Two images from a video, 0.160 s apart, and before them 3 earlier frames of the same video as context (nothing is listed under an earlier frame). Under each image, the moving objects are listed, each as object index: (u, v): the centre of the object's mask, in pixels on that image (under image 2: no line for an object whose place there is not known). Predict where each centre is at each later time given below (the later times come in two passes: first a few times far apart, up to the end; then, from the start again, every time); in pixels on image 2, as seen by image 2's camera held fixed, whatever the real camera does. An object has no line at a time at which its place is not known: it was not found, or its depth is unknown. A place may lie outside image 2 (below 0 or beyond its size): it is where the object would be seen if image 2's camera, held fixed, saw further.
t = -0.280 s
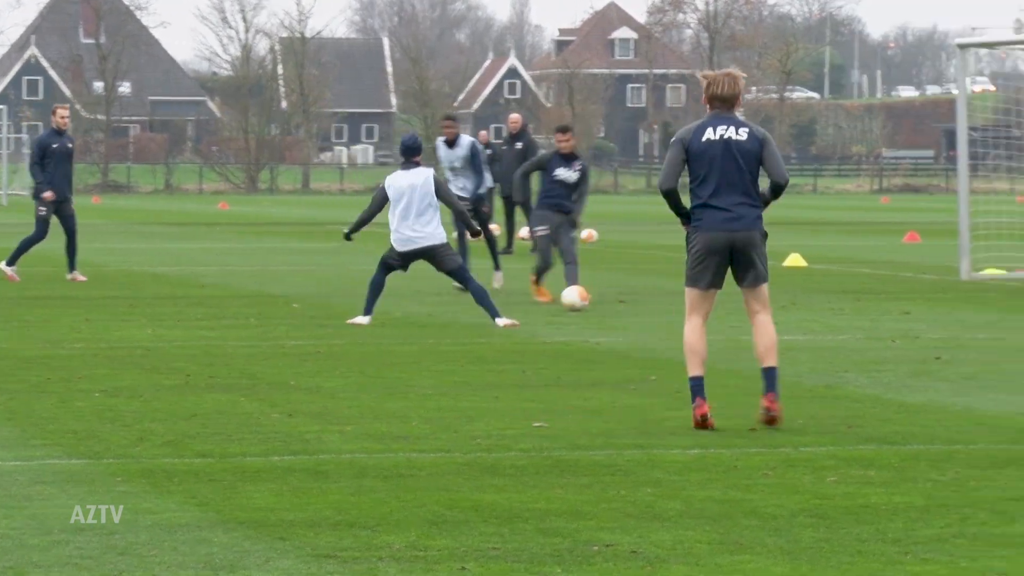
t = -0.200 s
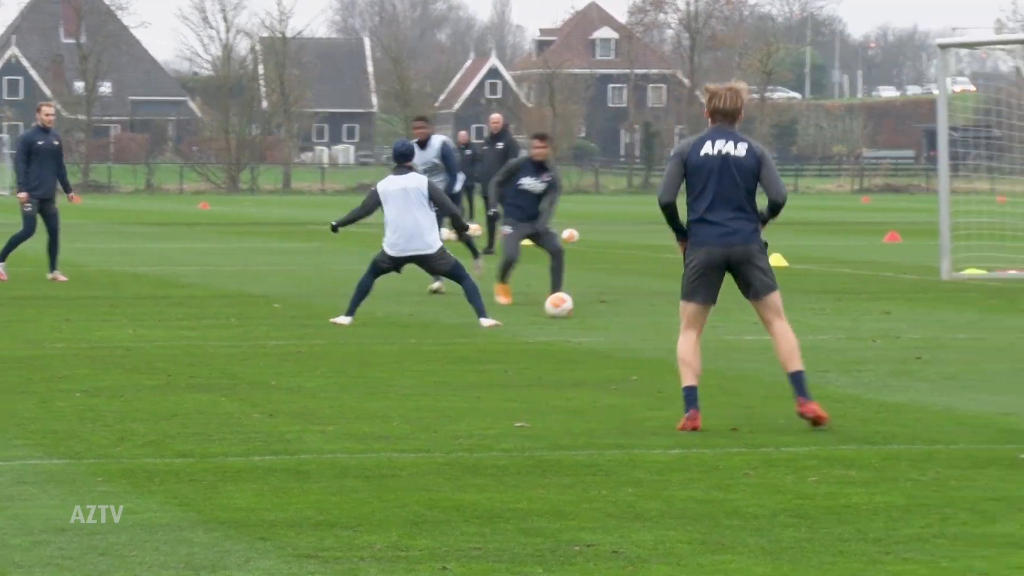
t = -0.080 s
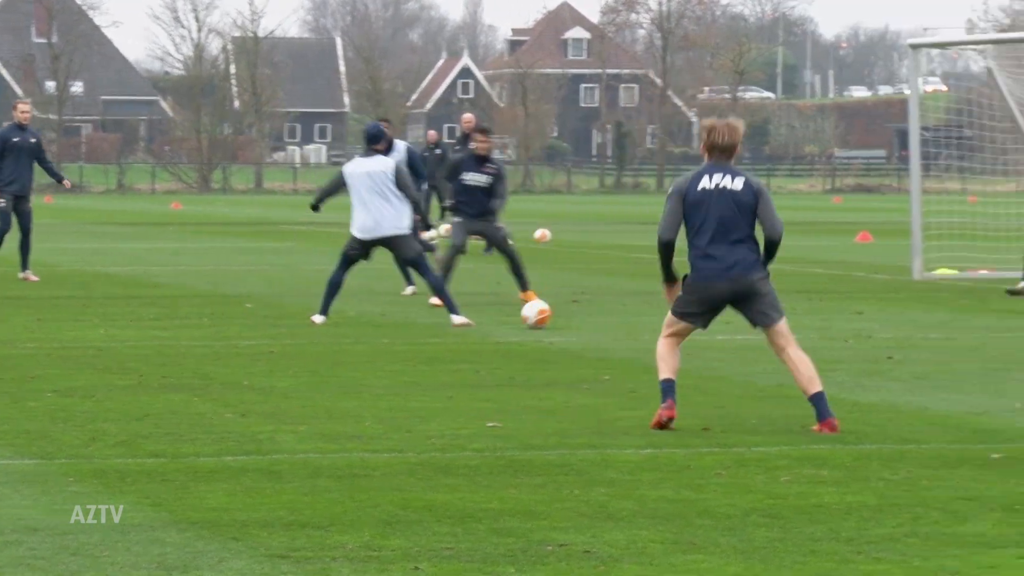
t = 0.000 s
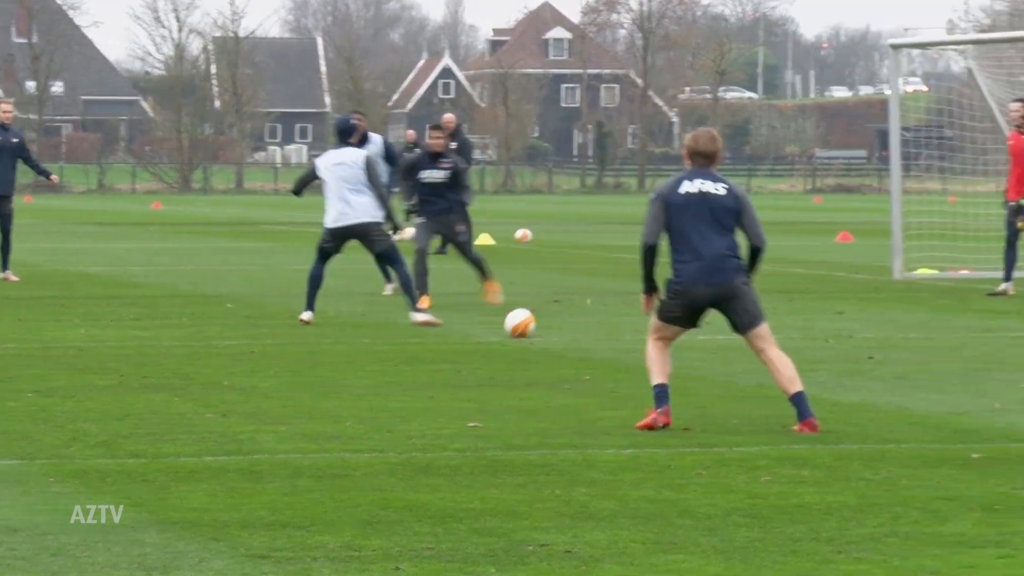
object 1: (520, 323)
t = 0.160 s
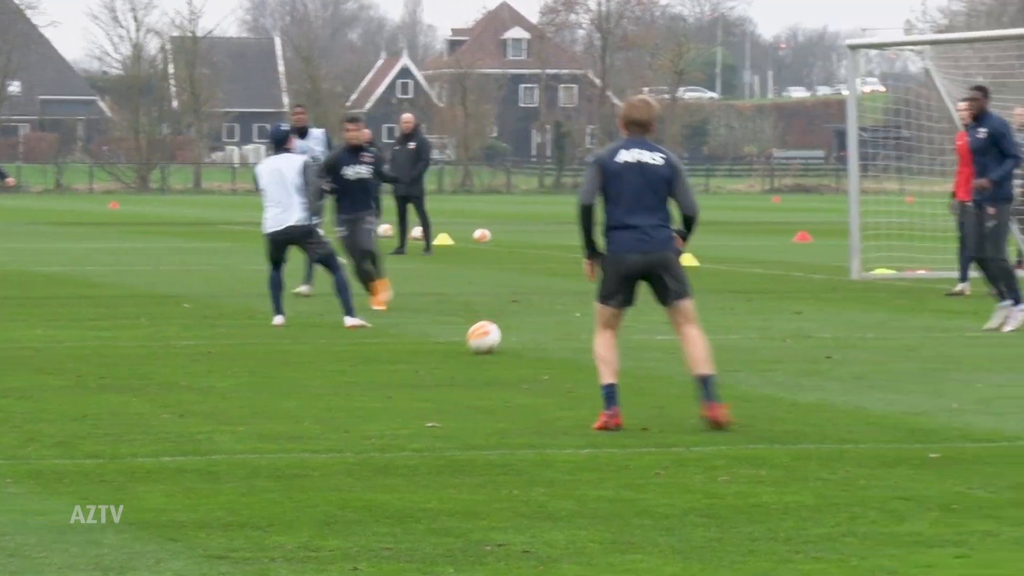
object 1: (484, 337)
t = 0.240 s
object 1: (486, 345)
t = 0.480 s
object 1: (492, 372)
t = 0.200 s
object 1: (485, 343)
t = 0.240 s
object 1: (486, 345)
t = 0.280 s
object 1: (487, 349)
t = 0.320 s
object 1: (488, 354)
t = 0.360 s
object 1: (489, 359)
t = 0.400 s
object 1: (490, 362)
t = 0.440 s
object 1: (491, 368)
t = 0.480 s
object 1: (492, 372)
